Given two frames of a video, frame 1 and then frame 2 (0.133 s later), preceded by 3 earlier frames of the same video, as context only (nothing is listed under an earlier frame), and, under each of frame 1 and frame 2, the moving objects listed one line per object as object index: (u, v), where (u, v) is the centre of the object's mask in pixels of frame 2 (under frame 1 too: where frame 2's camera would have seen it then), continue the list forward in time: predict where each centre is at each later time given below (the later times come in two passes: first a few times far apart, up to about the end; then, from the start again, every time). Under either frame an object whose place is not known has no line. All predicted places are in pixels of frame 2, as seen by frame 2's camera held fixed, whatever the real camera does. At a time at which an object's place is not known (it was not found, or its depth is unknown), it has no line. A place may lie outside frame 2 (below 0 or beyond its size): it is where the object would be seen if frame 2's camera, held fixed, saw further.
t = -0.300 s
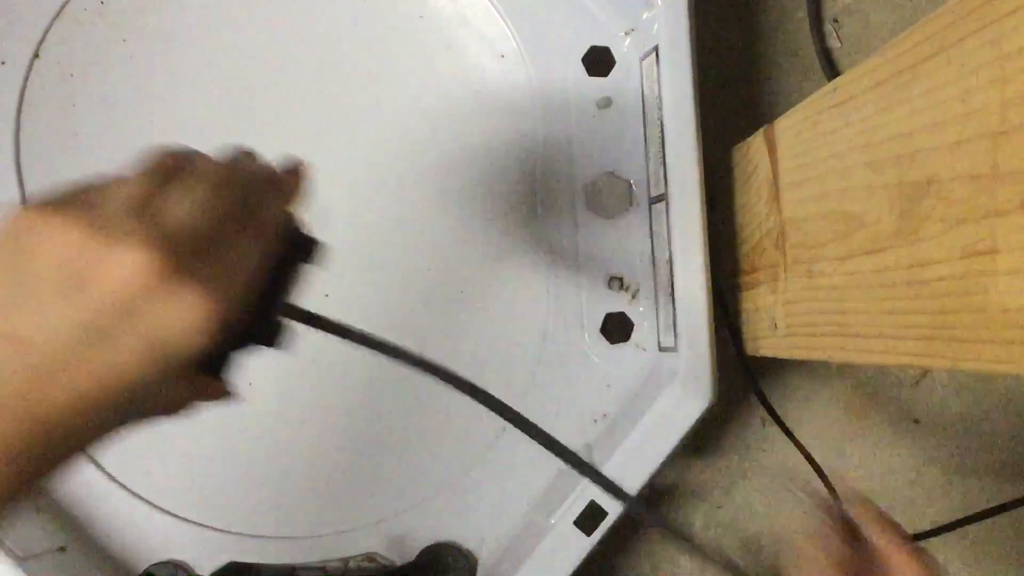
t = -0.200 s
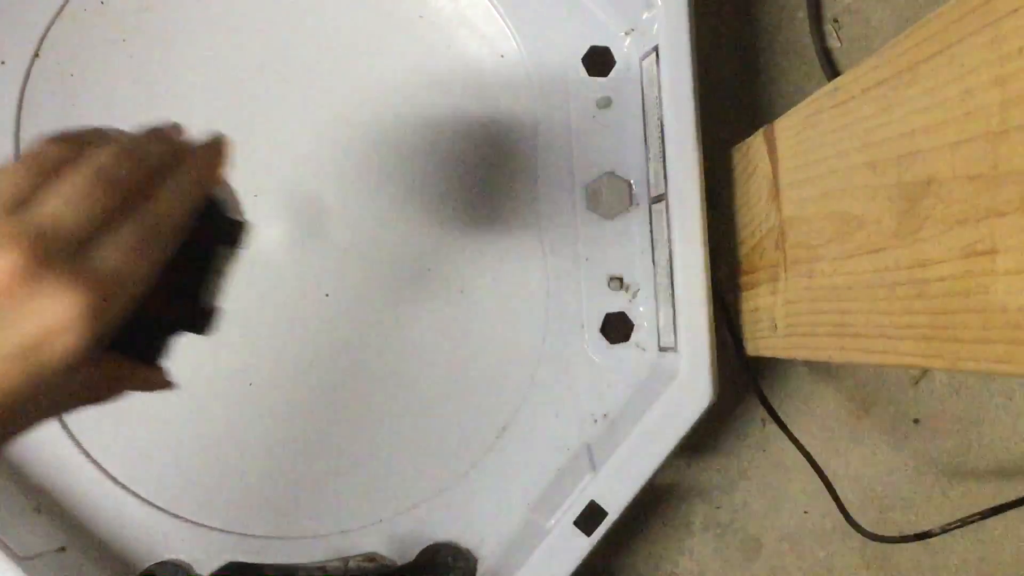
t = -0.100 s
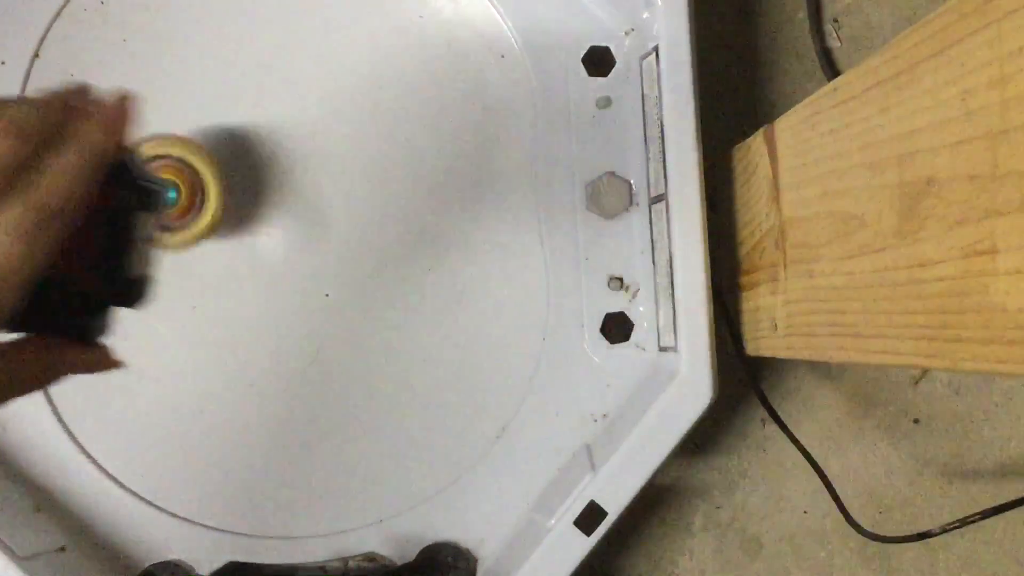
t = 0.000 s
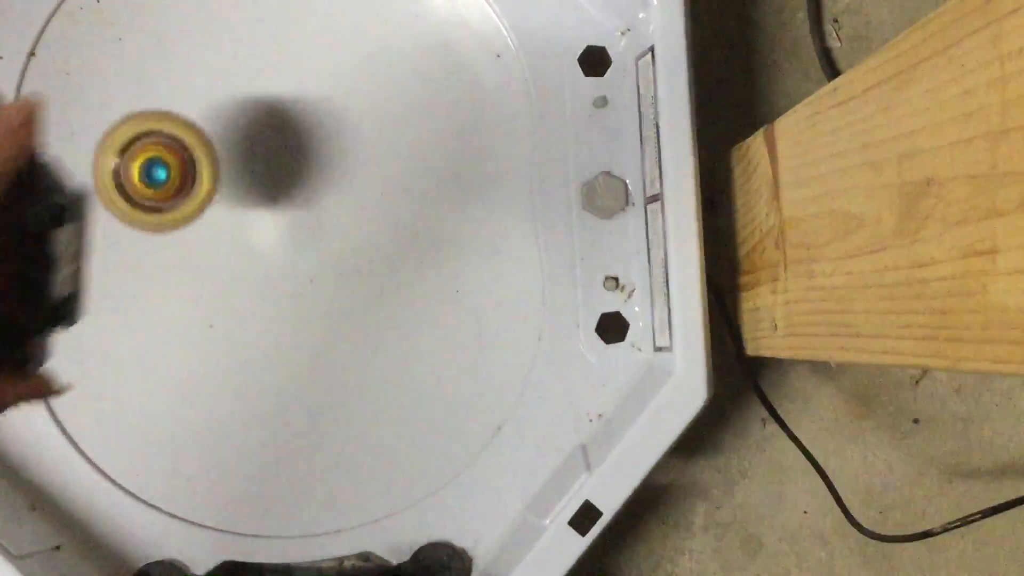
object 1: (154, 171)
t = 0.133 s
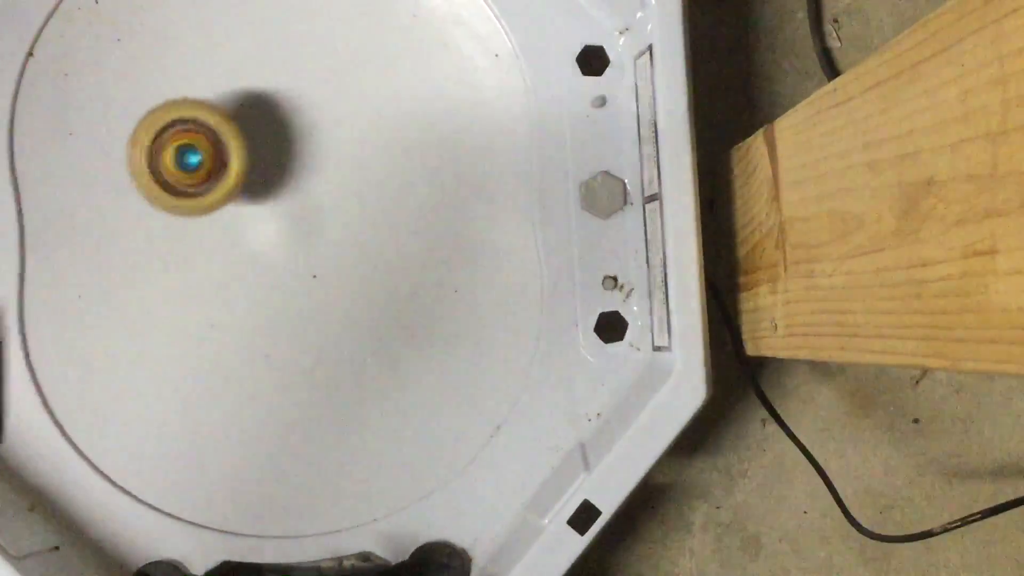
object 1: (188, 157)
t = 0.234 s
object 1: (219, 161)
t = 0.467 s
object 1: (242, 220)
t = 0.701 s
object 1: (246, 271)
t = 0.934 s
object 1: (287, 274)
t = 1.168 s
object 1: (332, 259)
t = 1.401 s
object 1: (353, 240)
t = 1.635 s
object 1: (335, 221)
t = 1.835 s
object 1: (294, 178)
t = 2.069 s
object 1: (247, 117)
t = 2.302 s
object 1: (220, 96)
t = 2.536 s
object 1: (228, 122)
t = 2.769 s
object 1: (252, 176)
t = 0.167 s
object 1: (199, 154)
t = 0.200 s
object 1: (211, 155)
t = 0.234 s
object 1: (219, 161)
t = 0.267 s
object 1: (228, 169)
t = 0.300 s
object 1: (233, 176)
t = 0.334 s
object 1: (236, 184)
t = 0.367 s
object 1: (239, 193)
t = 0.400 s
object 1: (243, 201)
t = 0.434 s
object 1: (244, 210)
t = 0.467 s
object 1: (242, 220)
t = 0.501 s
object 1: (238, 235)
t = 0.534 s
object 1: (235, 248)
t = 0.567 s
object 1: (234, 255)
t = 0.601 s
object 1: (236, 261)
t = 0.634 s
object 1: (238, 266)
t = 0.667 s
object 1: (242, 269)
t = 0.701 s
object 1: (246, 271)
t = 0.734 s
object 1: (251, 273)
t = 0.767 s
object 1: (256, 274)
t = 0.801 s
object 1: (262, 275)
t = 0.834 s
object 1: (268, 275)
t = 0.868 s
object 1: (274, 275)
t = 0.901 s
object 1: (281, 275)
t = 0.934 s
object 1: (287, 274)
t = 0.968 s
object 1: (293, 273)
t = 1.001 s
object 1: (301, 271)
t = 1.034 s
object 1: (307, 269)
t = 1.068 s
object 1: (313, 268)
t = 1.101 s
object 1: (320, 265)
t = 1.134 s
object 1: (326, 262)
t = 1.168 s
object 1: (332, 259)
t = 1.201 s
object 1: (338, 257)
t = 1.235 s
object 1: (342, 254)
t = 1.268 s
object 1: (346, 251)
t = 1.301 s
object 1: (349, 248)
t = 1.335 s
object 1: (351, 245)
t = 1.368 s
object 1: (352, 242)
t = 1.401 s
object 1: (353, 240)
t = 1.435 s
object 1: (353, 237)
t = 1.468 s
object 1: (352, 235)
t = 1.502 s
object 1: (350, 232)
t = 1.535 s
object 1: (348, 230)
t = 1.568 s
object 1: (344, 228)
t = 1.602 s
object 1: (340, 225)
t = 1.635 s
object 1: (335, 221)
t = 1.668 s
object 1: (329, 218)
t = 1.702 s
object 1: (323, 214)
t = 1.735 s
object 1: (315, 209)
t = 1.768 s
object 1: (306, 203)
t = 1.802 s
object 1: (300, 193)
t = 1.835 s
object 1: (294, 178)
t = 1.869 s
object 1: (289, 167)
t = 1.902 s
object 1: (282, 158)
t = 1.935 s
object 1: (275, 148)
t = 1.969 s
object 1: (268, 140)
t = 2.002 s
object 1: (260, 132)
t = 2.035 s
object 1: (253, 124)
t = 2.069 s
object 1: (247, 117)
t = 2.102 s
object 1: (240, 111)
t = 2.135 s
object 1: (234, 106)
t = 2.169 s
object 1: (230, 101)
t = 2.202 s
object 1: (226, 98)
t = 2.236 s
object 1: (222, 96)
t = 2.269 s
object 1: (221, 96)
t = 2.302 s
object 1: (220, 96)
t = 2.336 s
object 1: (221, 98)
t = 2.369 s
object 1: (221, 100)
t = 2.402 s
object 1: (222, 104)
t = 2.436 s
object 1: (222, 107)
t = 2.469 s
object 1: (224, 112)
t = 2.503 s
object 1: (226, 117)
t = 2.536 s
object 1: (228, 122)
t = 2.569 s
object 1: (230, 129)
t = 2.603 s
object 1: (233, 135)
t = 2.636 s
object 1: (236, 143)
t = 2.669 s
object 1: (239, 150)
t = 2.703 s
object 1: (243, 158)
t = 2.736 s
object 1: (246, 166)
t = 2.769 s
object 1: (252, 176)
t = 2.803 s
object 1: (255, 186)
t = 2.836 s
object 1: (256, 196)
